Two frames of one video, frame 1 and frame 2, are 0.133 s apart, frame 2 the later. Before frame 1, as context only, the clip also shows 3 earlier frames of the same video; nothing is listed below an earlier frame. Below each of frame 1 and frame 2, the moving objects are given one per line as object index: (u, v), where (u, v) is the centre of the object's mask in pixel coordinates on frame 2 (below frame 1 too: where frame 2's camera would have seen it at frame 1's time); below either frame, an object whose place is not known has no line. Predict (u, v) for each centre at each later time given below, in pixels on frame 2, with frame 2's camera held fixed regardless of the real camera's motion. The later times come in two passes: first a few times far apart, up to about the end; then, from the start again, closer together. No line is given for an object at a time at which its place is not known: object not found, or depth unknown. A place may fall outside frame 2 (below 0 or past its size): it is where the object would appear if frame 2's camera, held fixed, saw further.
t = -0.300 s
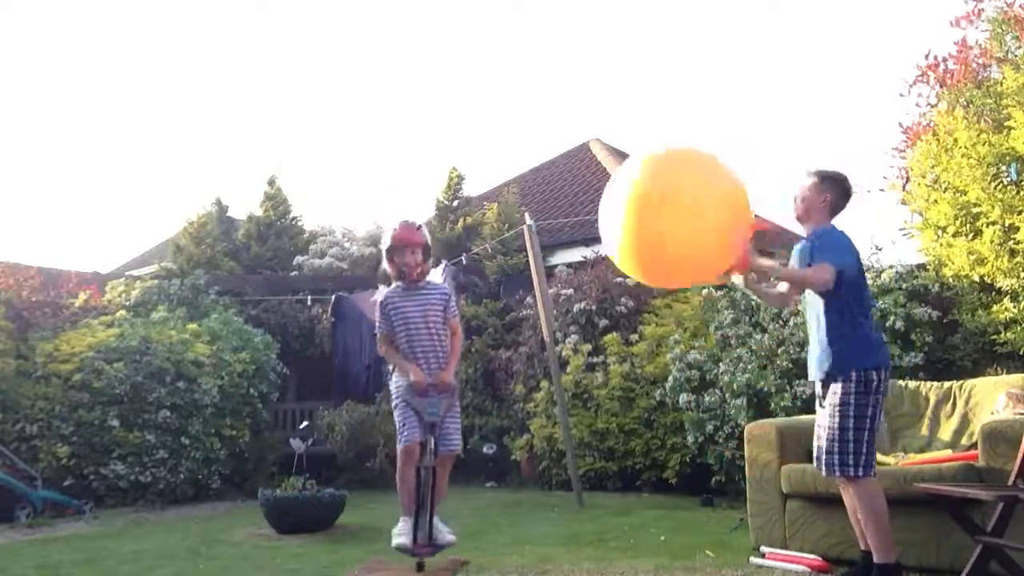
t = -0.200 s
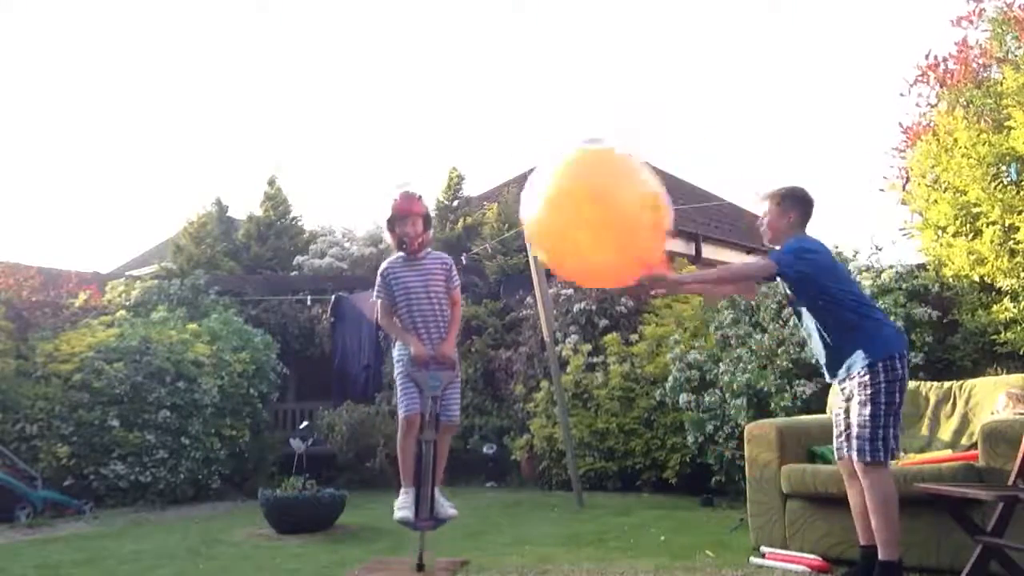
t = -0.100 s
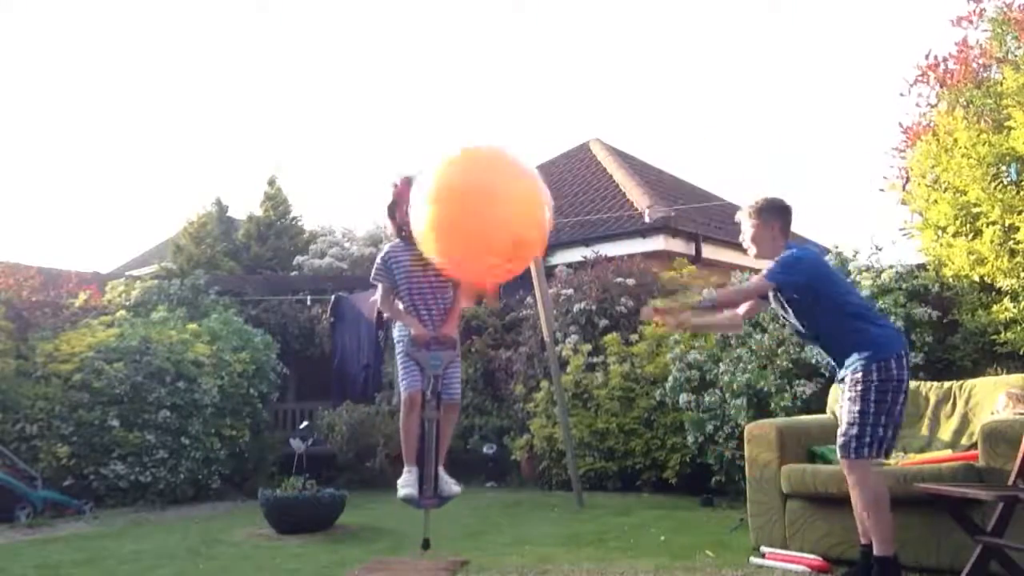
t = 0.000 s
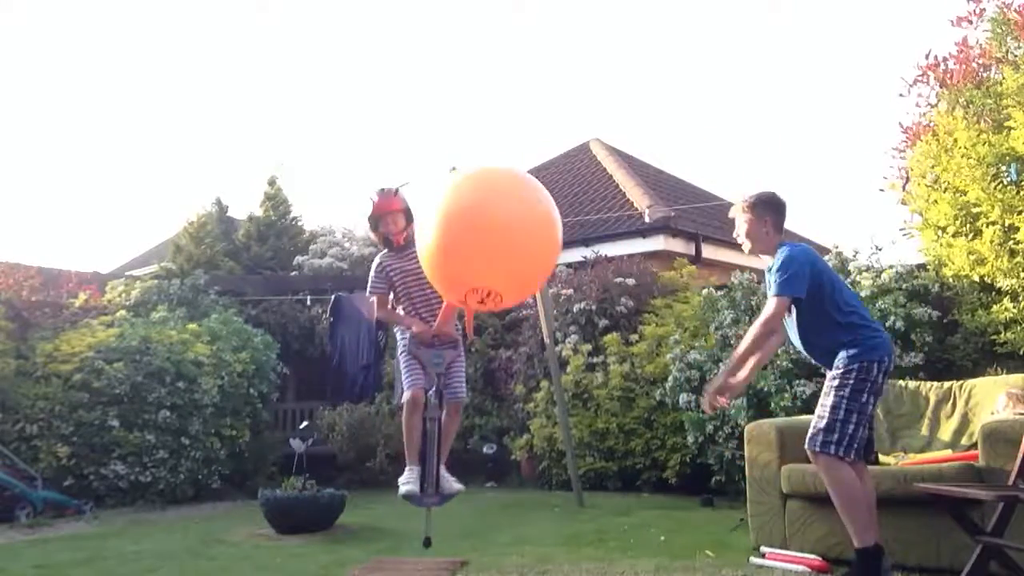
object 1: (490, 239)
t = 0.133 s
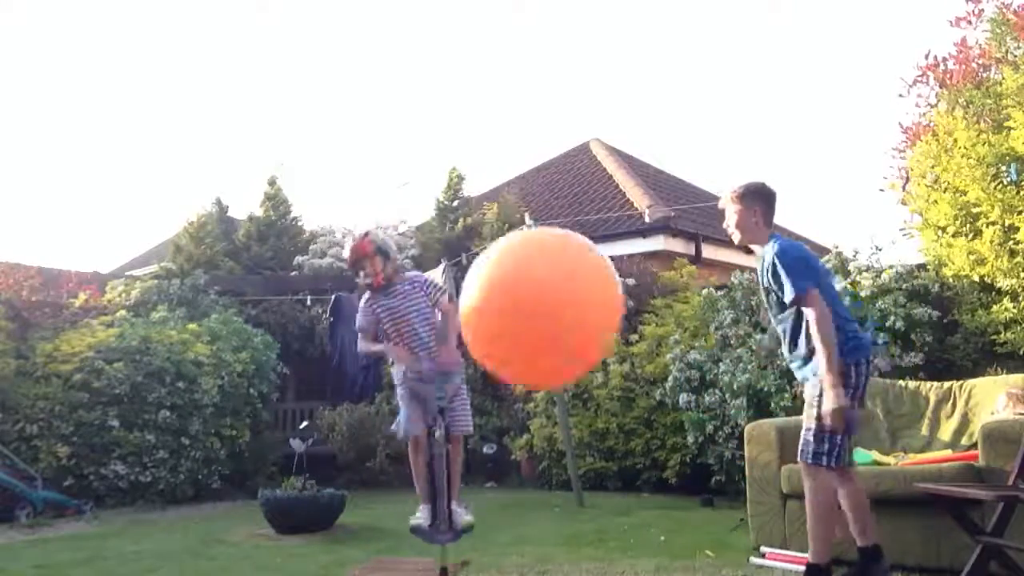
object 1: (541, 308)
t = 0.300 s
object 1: (623, 486)
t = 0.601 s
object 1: (782, 367)
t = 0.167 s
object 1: (555, 334)
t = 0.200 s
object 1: (571, 365)
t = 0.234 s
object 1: (587, 401)
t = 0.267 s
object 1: (605, 442)
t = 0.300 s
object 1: (623, 486)
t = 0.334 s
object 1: (640, 514)
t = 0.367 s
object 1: (661, 536)
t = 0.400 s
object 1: (677, 520)
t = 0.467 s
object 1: (712, 482)
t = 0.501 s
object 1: (730, 455)
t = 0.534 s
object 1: (746, 423)
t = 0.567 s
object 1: (765, 395)
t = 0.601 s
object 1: (782, 367)
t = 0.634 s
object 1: (801, 345)
